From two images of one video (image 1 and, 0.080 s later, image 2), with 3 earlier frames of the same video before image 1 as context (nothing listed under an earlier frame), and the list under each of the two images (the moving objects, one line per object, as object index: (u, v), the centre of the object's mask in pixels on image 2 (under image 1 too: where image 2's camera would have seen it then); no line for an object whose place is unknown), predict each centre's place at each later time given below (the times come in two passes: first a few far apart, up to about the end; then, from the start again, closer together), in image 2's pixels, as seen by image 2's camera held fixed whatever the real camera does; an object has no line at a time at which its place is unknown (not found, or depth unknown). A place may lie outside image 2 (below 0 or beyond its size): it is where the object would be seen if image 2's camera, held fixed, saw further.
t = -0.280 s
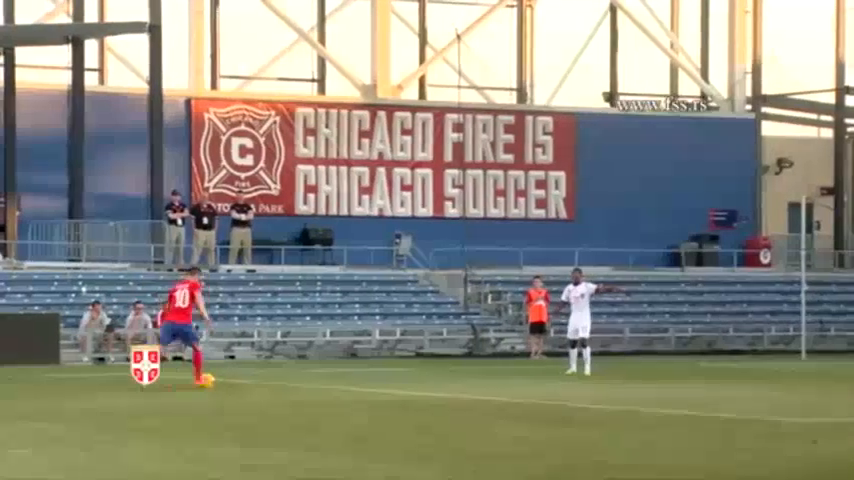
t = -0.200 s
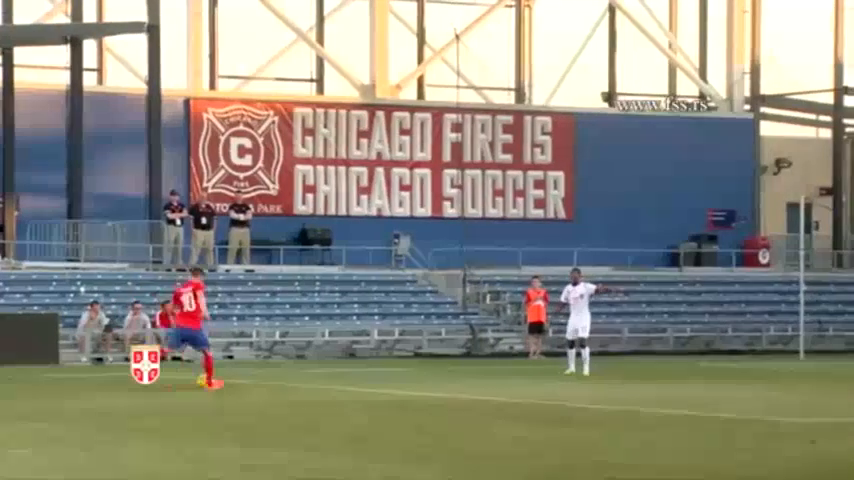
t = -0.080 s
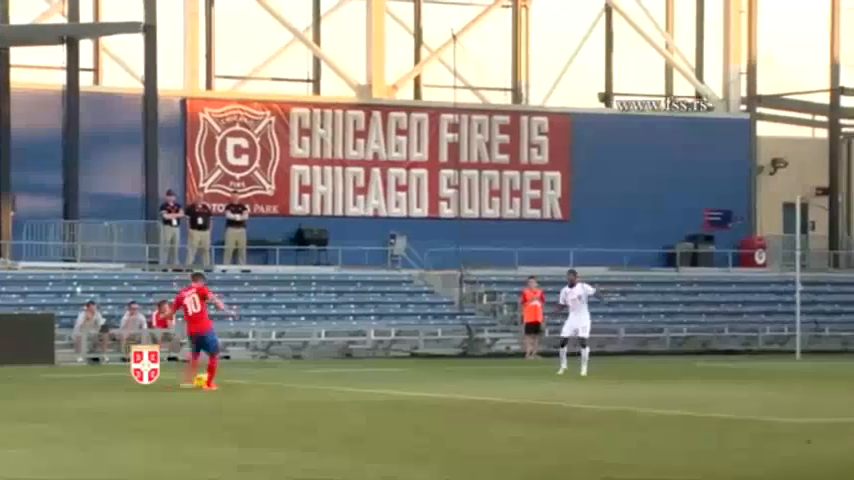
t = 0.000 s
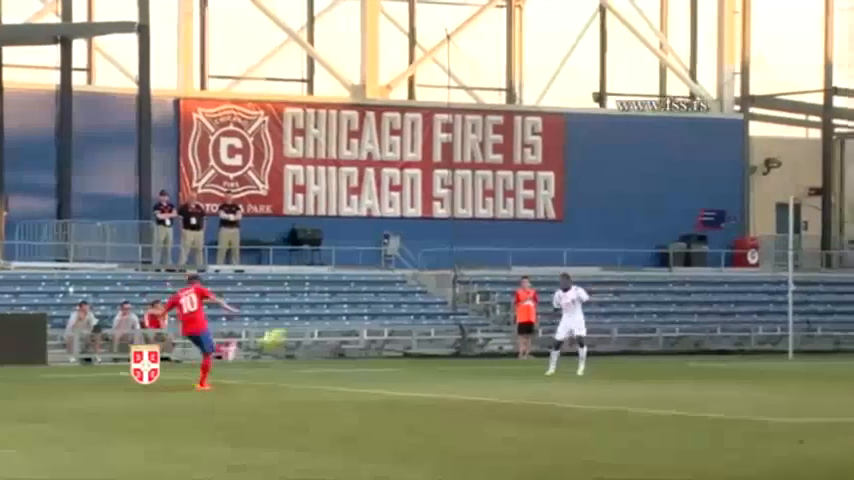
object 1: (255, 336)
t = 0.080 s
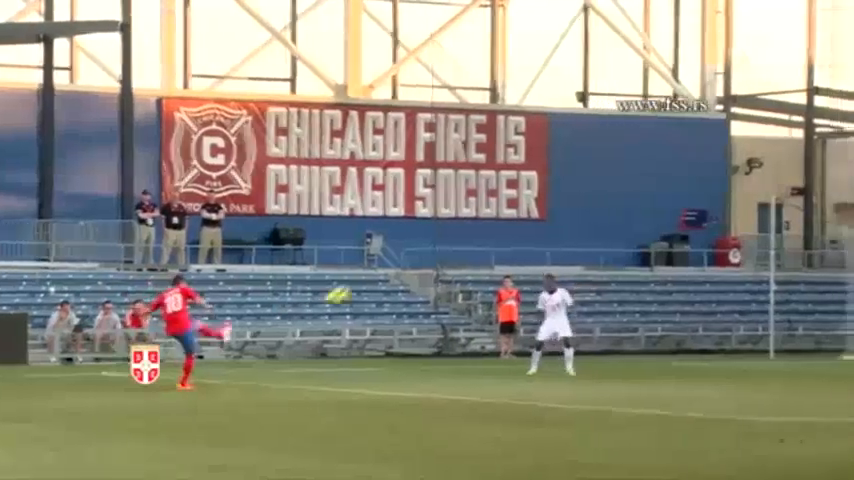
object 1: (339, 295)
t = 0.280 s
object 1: (526, 212)
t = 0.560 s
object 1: (753, 137)
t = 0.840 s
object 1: (956, 105)
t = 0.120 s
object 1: (376, 277)
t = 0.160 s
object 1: (415, 258)
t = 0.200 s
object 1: (453, 241)
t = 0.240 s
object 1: (490, 226)
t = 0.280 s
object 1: (526, 212)
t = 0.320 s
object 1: (560, 197)
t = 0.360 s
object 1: (593, 185)
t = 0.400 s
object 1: (627, 174)
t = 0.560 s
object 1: (753, 137)
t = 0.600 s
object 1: (783, 131)
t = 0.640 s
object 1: (812, 124)
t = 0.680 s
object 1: (842, 119)
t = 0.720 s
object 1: (872, 115)
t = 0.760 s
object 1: (900, 112)
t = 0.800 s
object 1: (930, 108)
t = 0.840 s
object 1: (956, 105)
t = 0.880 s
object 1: (984, 105)
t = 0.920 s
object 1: (1011, 104)
